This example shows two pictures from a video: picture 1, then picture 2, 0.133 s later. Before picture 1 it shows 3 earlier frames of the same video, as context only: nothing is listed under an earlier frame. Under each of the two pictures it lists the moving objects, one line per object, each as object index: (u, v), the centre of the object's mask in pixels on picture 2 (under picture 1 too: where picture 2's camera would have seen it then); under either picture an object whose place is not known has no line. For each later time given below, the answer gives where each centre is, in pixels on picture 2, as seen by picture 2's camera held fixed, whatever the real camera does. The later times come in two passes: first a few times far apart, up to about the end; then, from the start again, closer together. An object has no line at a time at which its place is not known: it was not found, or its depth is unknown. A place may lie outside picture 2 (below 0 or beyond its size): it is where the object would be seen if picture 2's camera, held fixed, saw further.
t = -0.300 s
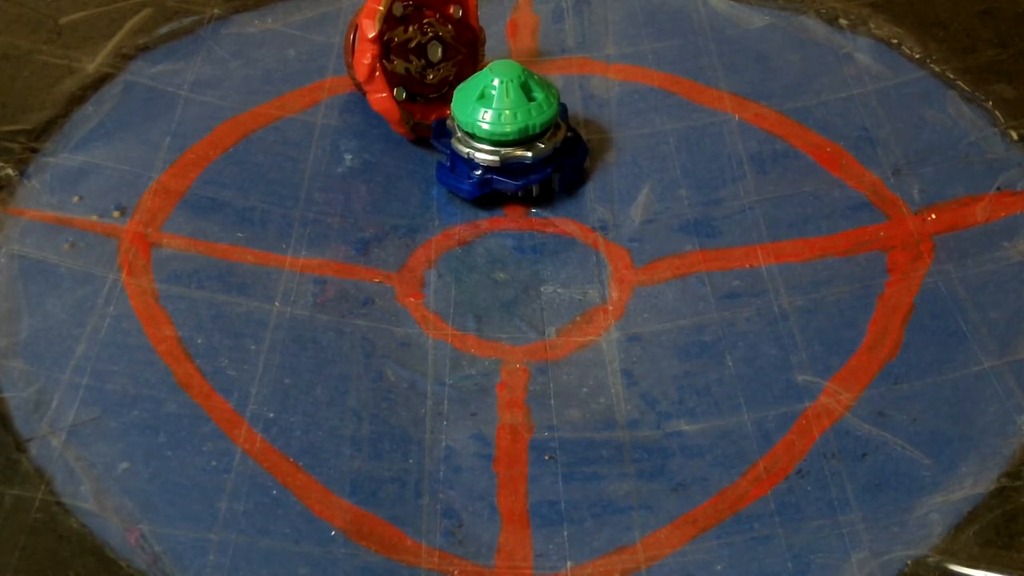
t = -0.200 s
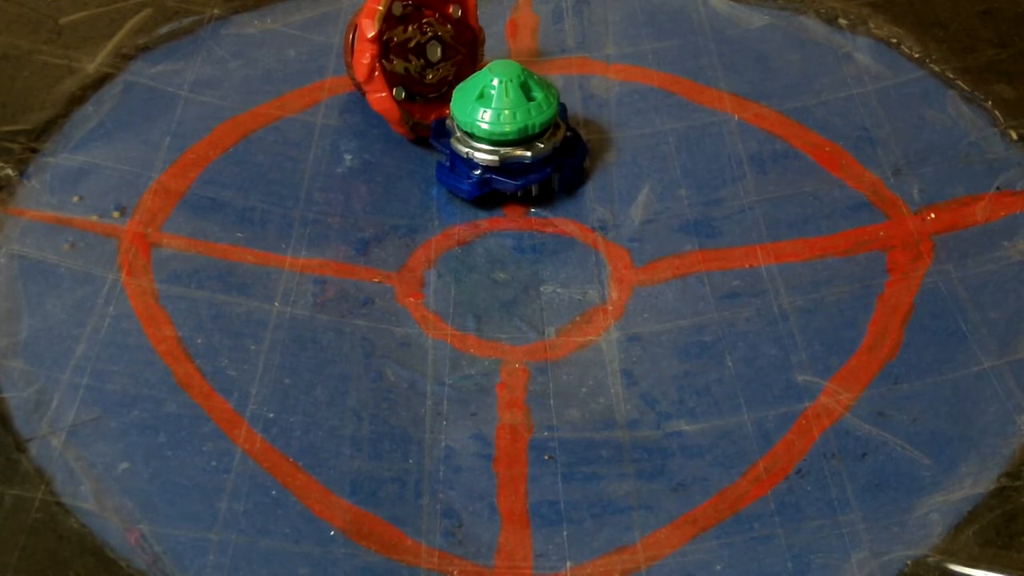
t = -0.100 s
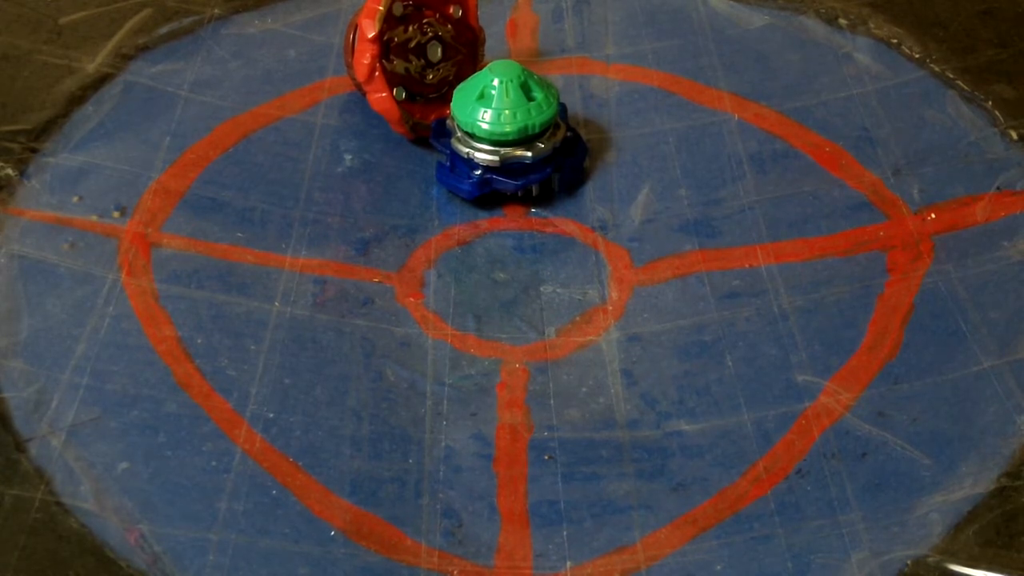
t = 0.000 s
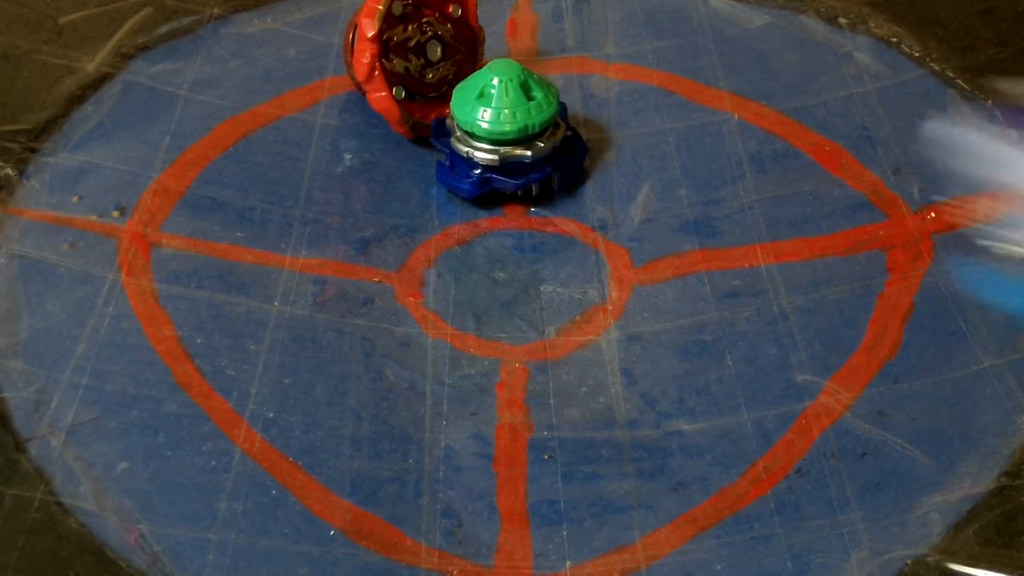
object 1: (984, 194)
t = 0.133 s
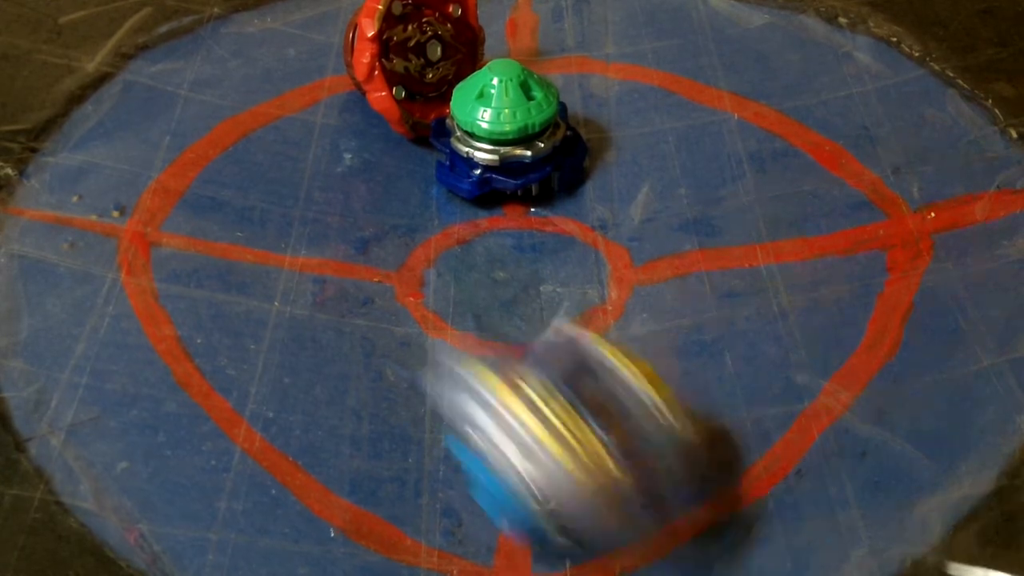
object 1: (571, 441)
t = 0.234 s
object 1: (368, 310)
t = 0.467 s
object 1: (179, 240)
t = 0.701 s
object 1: (235, 262)
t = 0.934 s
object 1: (322, 312)
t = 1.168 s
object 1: (319, 302)
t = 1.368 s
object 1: (310, 280)
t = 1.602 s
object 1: (319, 288)
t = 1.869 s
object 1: (340, 300)
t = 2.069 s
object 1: (333, 293)
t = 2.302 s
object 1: (329, 288)
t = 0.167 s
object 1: (493, 380)
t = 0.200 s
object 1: (412, 330)
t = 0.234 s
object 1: (368, 310)
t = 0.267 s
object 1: (333, 285)
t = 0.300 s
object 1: (297, 273)
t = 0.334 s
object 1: (254, 272)
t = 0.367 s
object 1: (229, 271)
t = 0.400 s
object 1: (207, 255)
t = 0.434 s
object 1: (192, 242)
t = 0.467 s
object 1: (179, 240)
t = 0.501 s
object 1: (173, 240)
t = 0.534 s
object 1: (171, 240)
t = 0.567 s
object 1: (175, 239)
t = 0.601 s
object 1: (184, 240)
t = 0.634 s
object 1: (200, 244)
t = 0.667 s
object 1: (216, 250)
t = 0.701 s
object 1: (235, 262)
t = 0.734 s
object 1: (249, 274)
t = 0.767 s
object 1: (264, 286)
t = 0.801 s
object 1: (280, 293)
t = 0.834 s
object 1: (296, 300)
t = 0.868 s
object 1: (316, 308)
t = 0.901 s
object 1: (321, 310)
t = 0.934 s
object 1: (322, 312)
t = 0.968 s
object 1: (322, 313)
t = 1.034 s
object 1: (323, 311)
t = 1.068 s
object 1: (322, 310)
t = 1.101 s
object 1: (321, 308)
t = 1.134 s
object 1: (320, 306)
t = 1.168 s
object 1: (319, 302)
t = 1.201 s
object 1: (318, 298)
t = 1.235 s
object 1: (317, 293)
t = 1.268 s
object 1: (317, 289)
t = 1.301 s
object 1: (314, 285)
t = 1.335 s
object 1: (312, 282)
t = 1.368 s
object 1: (310, 280)
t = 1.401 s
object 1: (309, 277)
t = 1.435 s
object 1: (309, 277)
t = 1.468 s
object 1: (309, 278)
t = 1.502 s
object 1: (309, 280)
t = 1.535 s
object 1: (310, 283)
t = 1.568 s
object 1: (313, 286)
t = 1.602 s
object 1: (319, 288)
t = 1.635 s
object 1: (324, 290)
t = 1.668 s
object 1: (328, 293)
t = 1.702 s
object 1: (332, 295)
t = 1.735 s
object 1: (334, 297)
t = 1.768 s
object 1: (337, 300)
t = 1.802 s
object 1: (339, 301)
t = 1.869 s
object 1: (340, 300)
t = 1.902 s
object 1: (339, 299)
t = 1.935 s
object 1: (337, 298)
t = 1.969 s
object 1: (337, 297)
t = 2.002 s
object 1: (336, 296)
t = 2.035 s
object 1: (334, 295)
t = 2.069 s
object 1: (333, 293)
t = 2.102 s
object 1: (332, 293)
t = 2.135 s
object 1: (331, 291)
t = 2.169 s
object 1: (331, 290)
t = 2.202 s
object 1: (331, 289)
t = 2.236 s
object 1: (330, 289)
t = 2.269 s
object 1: (329, 288)
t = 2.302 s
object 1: (329, 288)
